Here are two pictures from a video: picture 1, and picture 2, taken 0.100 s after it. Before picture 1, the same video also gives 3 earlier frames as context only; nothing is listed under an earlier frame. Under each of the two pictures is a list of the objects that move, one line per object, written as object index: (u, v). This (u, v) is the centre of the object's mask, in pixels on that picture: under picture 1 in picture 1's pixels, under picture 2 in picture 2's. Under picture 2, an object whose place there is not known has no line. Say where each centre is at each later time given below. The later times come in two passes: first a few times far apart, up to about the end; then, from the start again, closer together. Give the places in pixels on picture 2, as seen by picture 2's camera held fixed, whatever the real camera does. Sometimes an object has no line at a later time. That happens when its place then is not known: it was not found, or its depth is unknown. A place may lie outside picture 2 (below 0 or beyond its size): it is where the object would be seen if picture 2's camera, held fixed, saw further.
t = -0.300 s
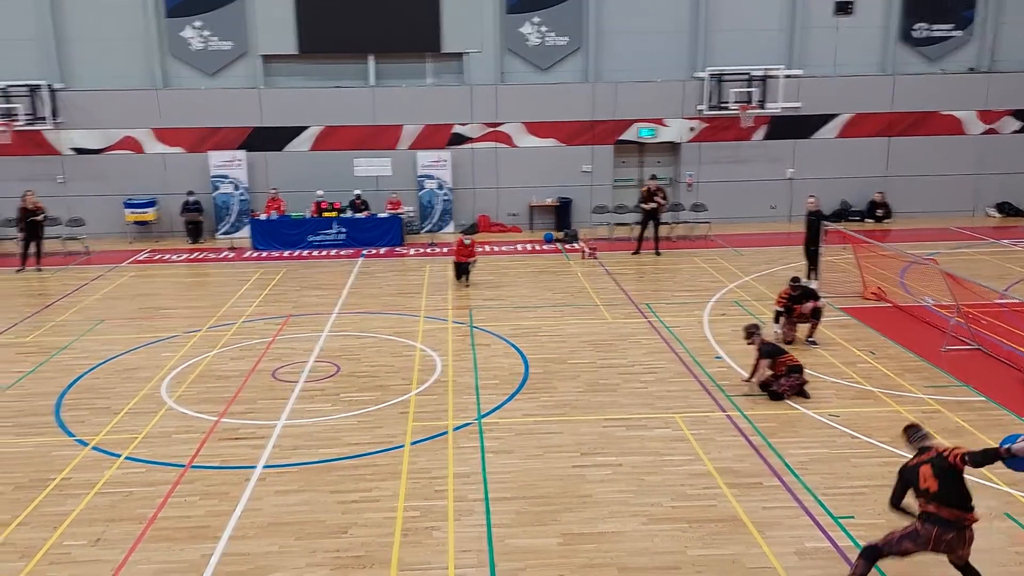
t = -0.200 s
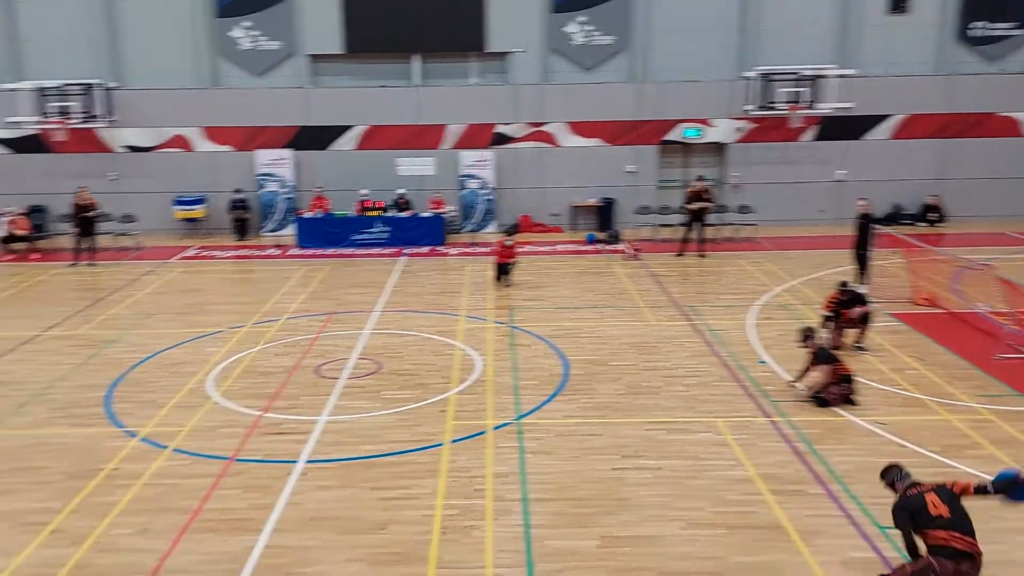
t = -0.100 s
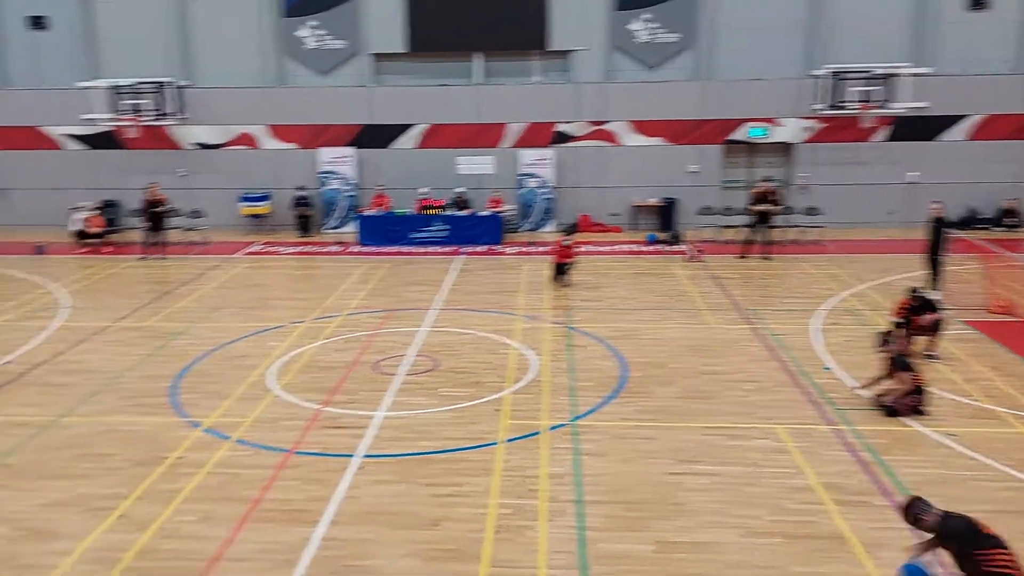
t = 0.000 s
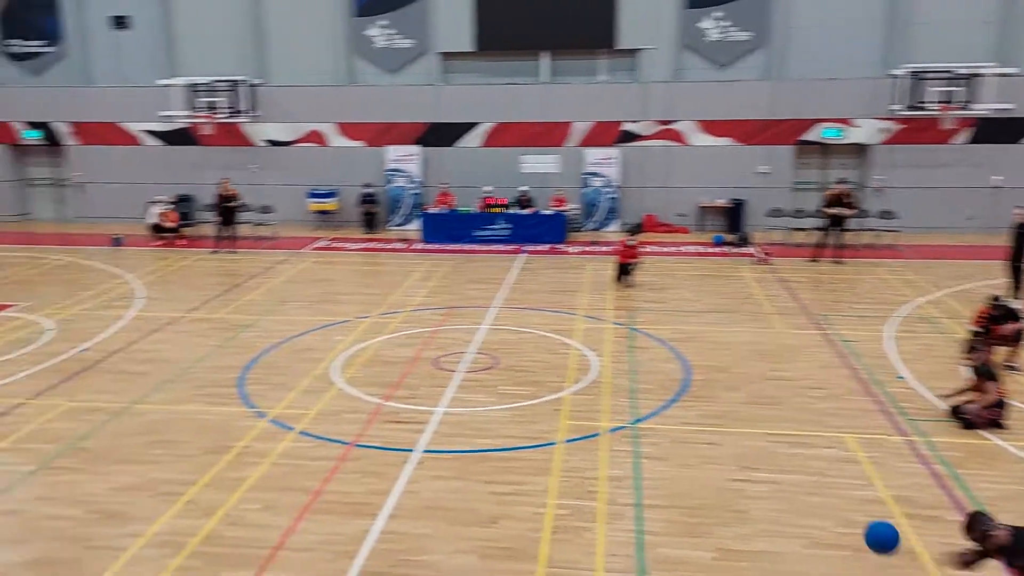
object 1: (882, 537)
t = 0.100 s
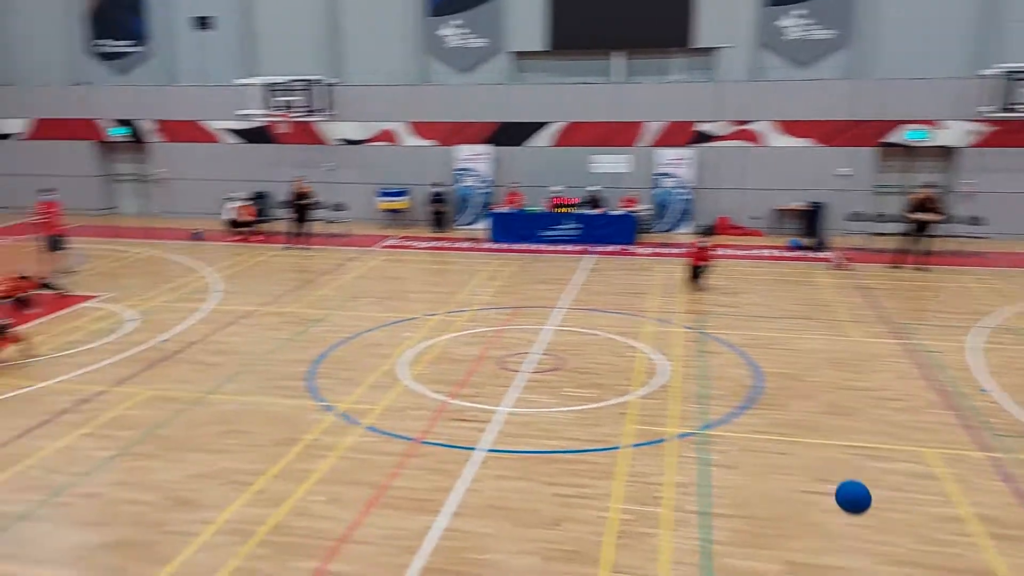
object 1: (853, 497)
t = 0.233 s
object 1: (714, 442)
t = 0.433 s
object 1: (527, 410)
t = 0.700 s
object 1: (317, 443)
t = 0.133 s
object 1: (817, 480)
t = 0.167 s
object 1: (782, 466)
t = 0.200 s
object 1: (748, 453)
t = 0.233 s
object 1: (714, 442)
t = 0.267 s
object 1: (682, 433)
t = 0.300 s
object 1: (650, 425)
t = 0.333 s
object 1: (618, 419)
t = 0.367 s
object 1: (587, 414)
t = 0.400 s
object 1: (557, 411)
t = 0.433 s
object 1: (527, 410)
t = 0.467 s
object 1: (498, 410)
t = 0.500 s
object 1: (472, 411)
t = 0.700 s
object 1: (317, 443)
